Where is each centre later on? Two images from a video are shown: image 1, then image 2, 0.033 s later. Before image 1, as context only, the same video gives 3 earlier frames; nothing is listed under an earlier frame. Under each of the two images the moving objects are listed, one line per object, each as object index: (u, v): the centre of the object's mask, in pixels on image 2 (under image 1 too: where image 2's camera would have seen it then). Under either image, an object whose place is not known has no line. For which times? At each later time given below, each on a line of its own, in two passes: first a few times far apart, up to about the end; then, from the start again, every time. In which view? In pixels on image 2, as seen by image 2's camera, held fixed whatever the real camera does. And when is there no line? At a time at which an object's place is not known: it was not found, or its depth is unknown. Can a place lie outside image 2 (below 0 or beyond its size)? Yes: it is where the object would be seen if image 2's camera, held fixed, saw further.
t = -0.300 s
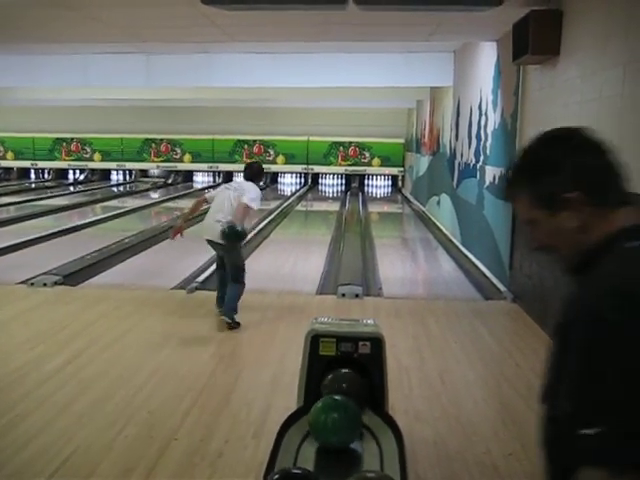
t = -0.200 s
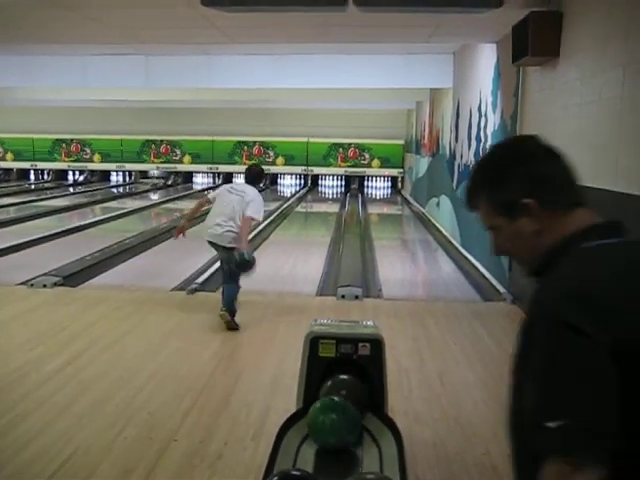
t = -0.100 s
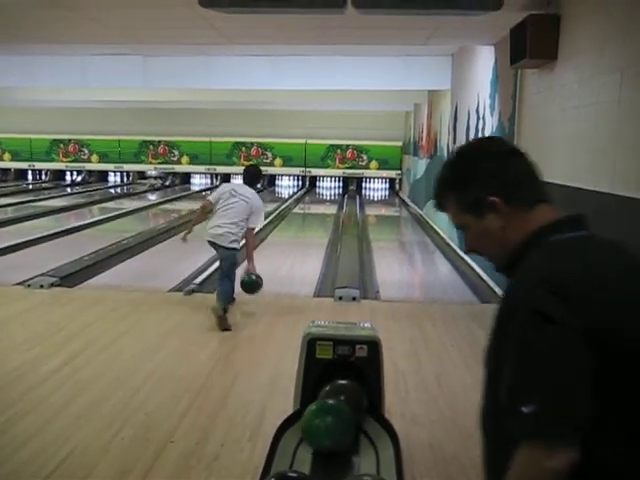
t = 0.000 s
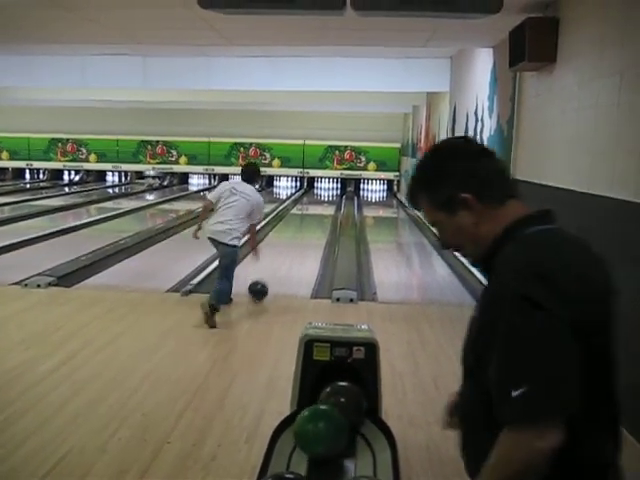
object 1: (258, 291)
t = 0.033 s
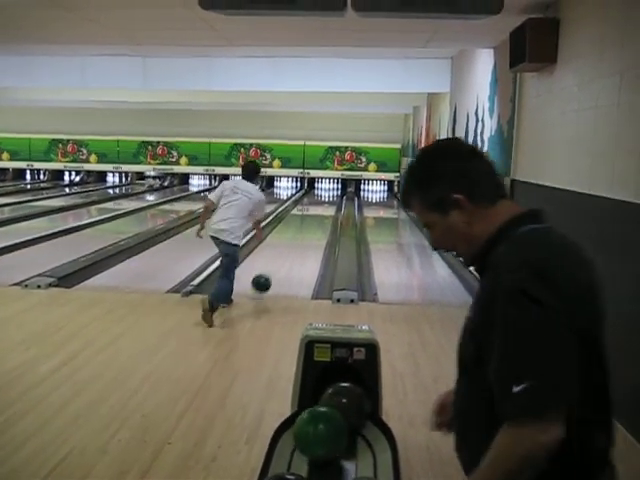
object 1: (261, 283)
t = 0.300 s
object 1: (279, 262)
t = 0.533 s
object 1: (289, 247)
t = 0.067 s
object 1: (264, 277)
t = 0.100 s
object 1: (266, 272)
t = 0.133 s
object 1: (269, 268)
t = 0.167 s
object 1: (271, 266)
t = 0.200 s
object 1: (273, 264)
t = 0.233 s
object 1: (275, 264)
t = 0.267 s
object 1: (277, 264)
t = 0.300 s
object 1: (279, 262)
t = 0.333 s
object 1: (281, 258)
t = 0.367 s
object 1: (283, 256)
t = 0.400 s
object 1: (285, 254)
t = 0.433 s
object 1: (286, 253)
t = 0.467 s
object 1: (288, 251)
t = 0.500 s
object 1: (289, 249)
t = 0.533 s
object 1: (289, 247)
